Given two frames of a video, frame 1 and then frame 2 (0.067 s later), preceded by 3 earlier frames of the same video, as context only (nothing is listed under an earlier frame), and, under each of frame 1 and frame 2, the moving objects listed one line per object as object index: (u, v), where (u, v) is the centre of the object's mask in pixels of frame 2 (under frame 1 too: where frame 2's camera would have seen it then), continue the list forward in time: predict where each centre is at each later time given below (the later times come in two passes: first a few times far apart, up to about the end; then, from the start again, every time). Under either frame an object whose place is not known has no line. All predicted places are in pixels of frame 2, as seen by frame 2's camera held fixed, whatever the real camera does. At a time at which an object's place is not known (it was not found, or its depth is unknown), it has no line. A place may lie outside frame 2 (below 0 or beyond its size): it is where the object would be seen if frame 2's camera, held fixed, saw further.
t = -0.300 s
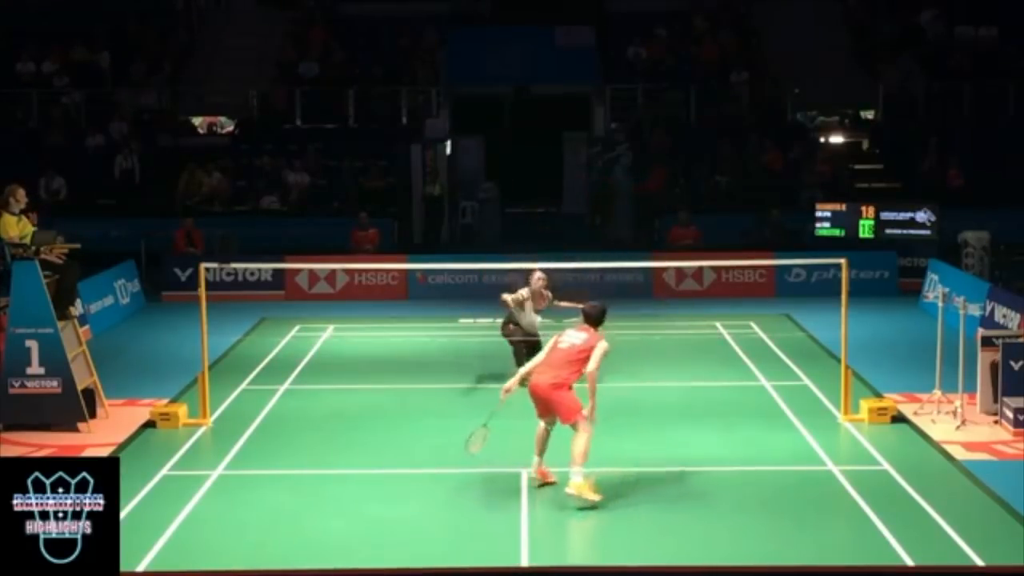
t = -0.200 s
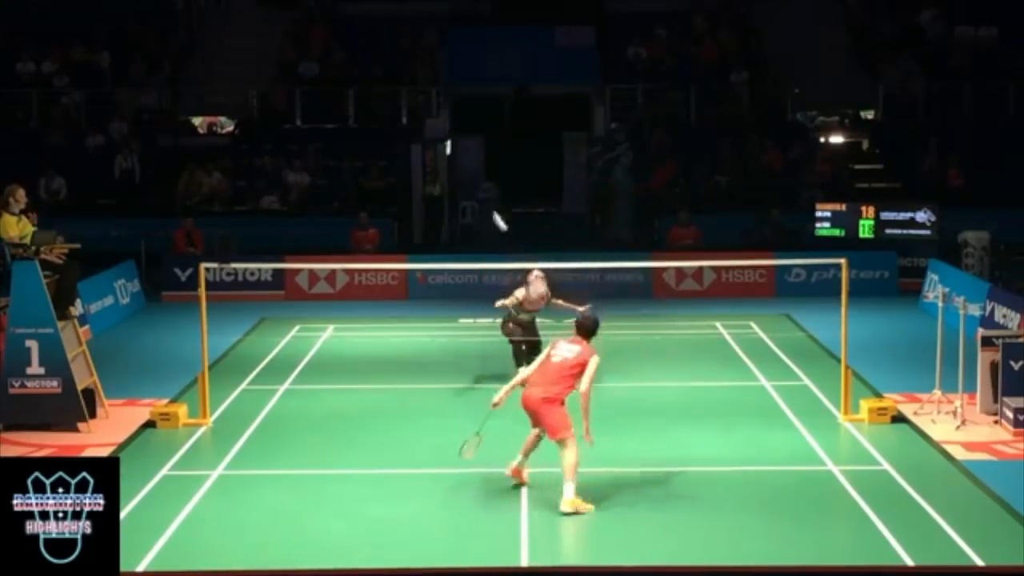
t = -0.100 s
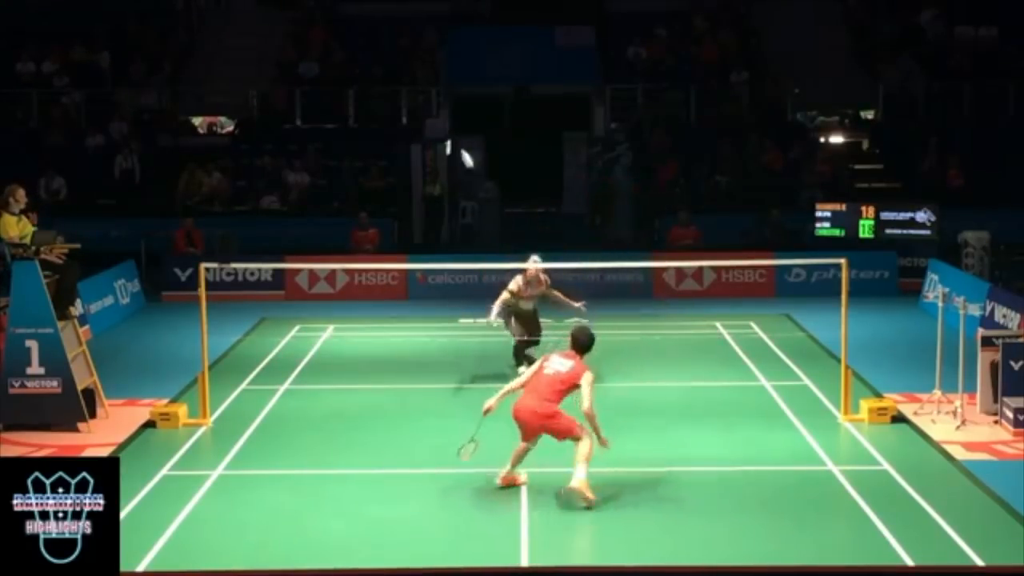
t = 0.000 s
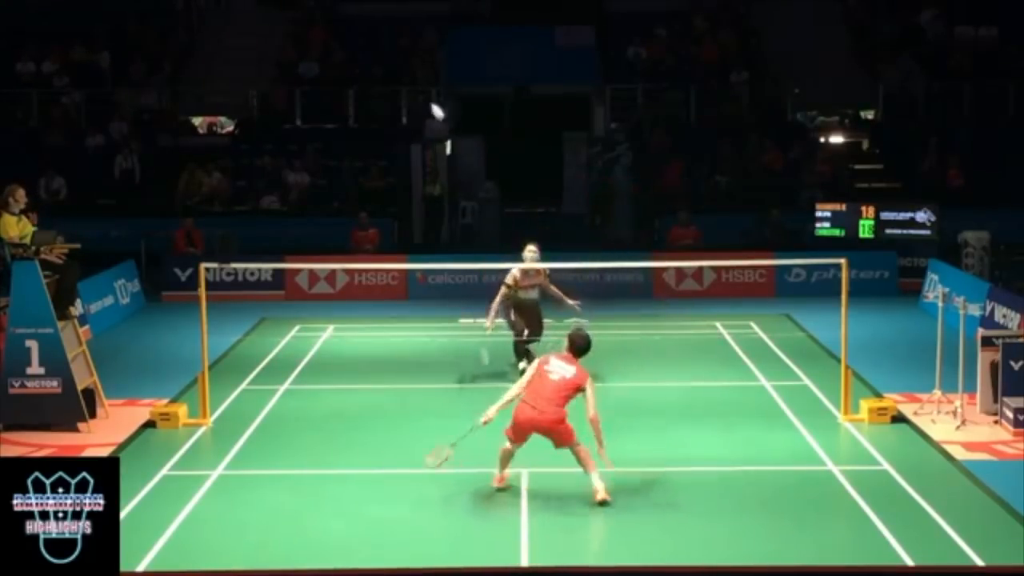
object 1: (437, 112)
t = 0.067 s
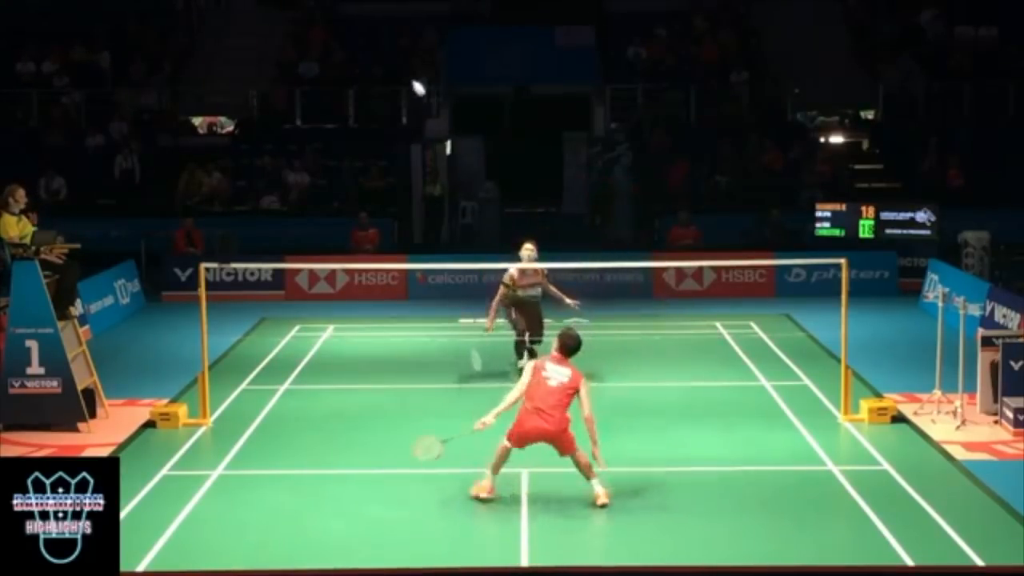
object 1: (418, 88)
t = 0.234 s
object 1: (373, 54)
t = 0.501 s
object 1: (298, 75)
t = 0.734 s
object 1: (232, 173)
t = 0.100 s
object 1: (410, 79)
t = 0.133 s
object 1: (400, 70)
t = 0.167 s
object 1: (391, 64)
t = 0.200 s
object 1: (382, 58)
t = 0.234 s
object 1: (373, 54)
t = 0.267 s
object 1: (364, 52)
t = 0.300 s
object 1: (355, 51)
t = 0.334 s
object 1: (345, 51)
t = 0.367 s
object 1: (336, 53)
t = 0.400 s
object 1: (326, 56)
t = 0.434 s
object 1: (316, 61)
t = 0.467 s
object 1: (307, 67)
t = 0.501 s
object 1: (298, 75)
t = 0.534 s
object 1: (288, 85)
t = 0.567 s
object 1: (278, 96)
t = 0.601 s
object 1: (269, 108)
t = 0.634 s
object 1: (259, 122)
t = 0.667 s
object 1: (250, 138)
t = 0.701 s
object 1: (241, 155)
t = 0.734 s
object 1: (232, 173)
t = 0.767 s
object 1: (223, 193)
